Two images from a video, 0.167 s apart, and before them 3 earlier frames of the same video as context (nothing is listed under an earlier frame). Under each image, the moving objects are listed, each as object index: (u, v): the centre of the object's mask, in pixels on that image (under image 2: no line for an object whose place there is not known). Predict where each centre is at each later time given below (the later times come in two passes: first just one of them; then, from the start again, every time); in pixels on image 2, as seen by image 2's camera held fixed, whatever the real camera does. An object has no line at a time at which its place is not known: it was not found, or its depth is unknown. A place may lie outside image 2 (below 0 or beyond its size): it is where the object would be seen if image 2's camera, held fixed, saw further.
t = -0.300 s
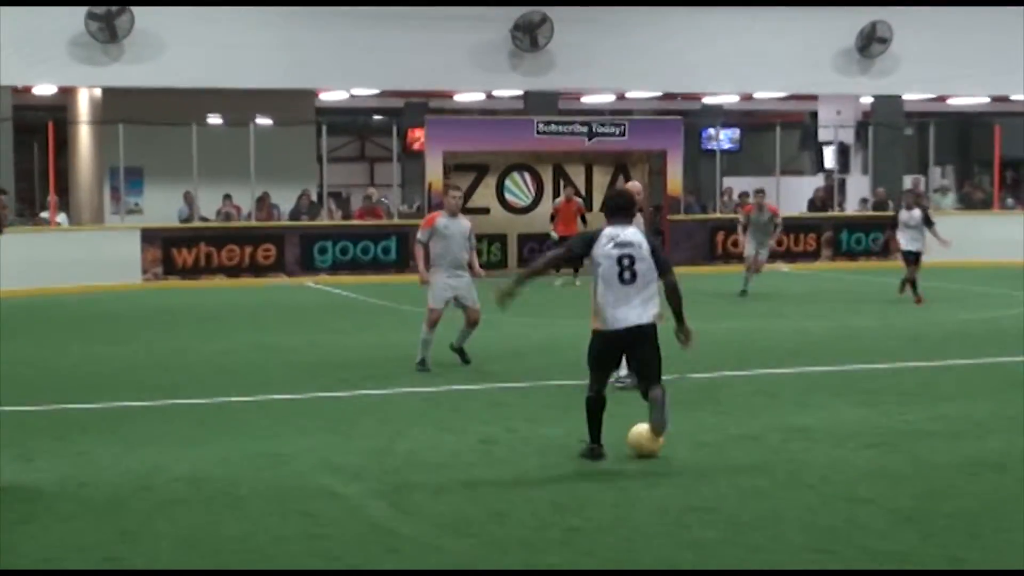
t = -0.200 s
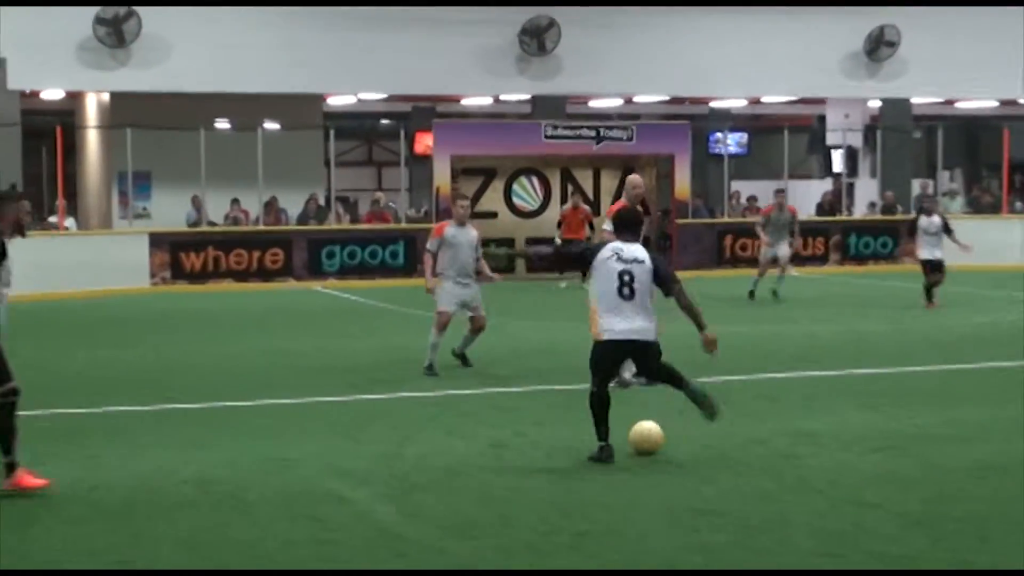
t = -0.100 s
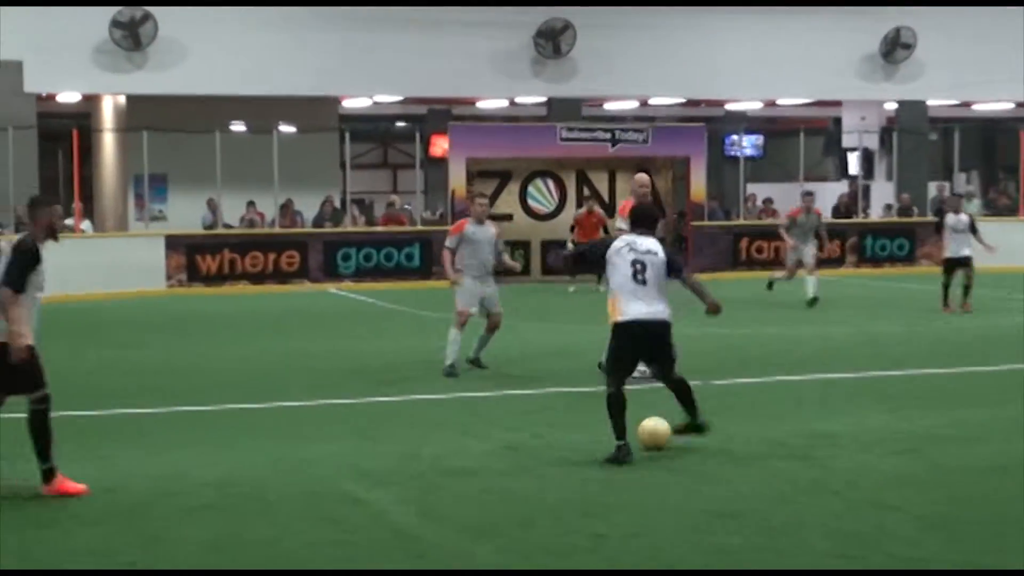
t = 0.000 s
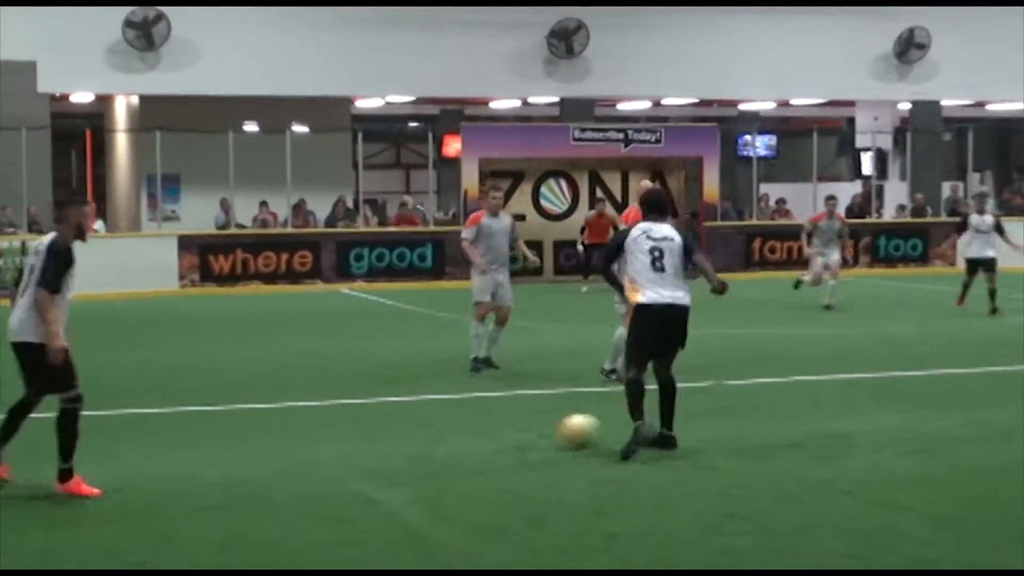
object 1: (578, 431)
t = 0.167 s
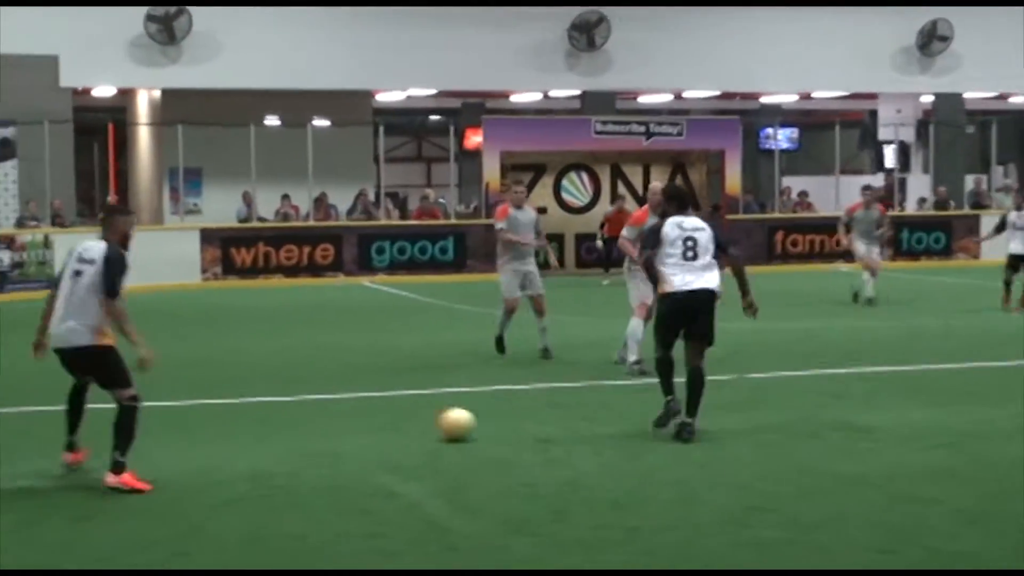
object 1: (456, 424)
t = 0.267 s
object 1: (378, 424)
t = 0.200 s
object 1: (431, 422)
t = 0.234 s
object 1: (404, 423)
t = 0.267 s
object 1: (378, 424)
